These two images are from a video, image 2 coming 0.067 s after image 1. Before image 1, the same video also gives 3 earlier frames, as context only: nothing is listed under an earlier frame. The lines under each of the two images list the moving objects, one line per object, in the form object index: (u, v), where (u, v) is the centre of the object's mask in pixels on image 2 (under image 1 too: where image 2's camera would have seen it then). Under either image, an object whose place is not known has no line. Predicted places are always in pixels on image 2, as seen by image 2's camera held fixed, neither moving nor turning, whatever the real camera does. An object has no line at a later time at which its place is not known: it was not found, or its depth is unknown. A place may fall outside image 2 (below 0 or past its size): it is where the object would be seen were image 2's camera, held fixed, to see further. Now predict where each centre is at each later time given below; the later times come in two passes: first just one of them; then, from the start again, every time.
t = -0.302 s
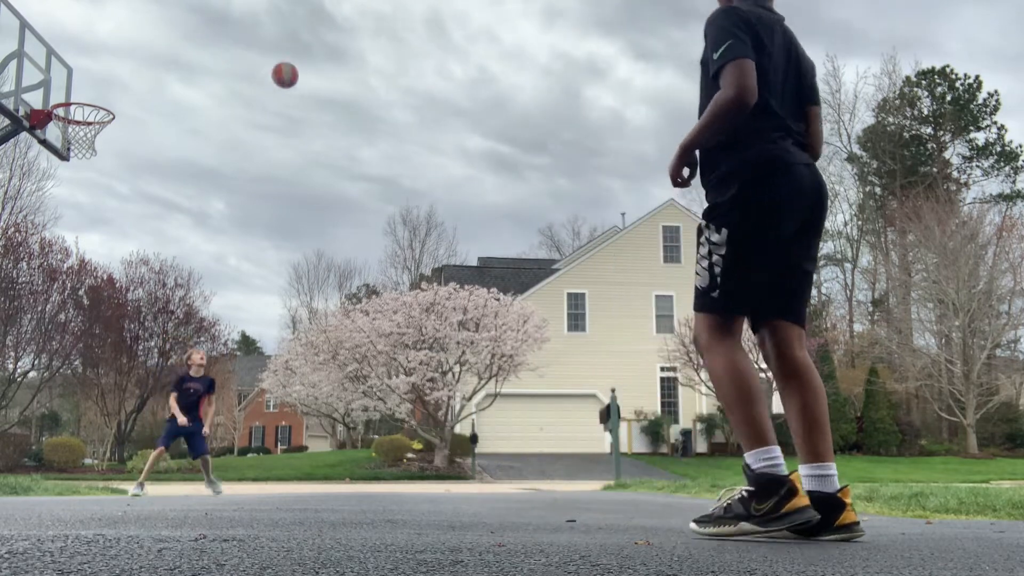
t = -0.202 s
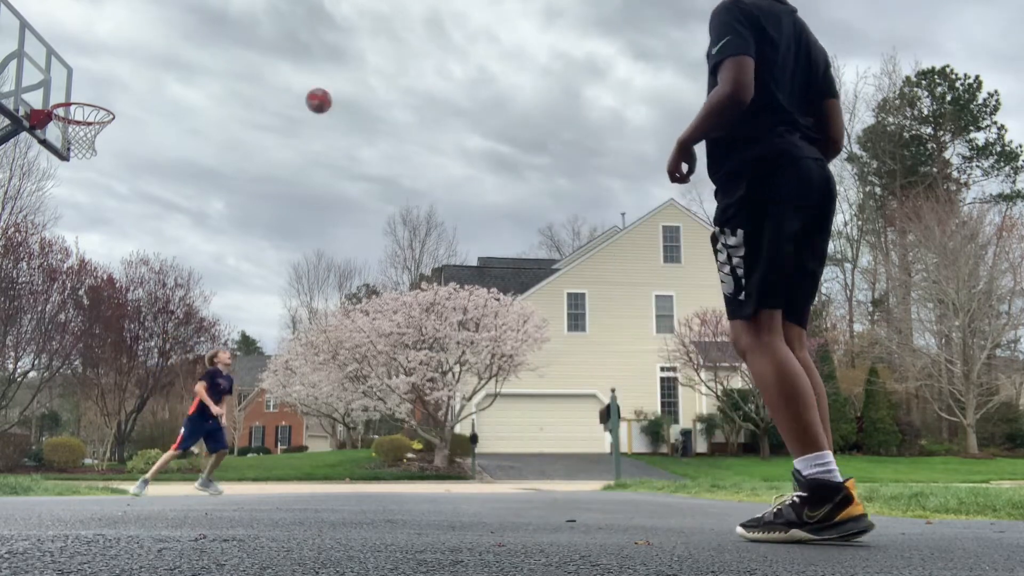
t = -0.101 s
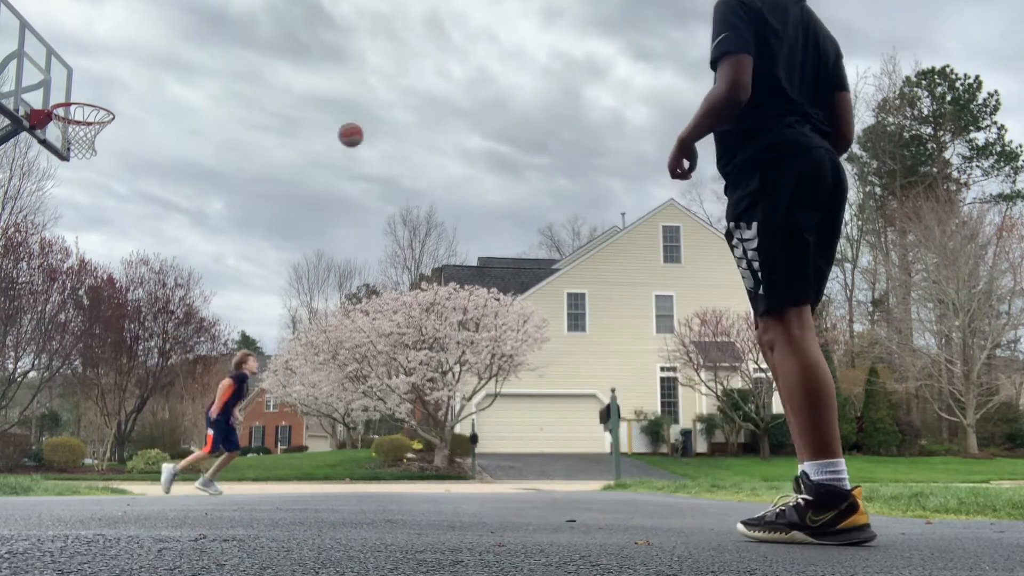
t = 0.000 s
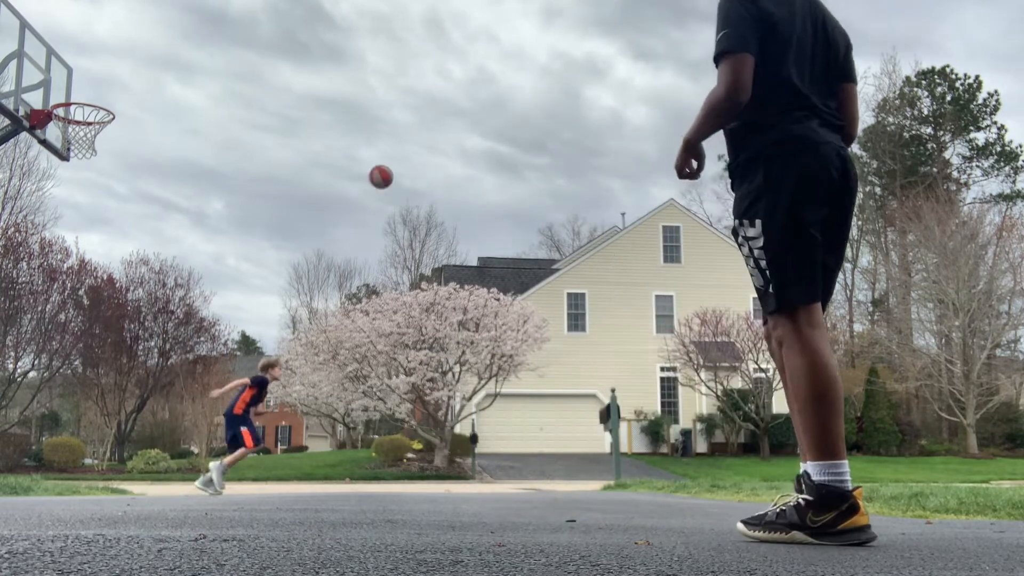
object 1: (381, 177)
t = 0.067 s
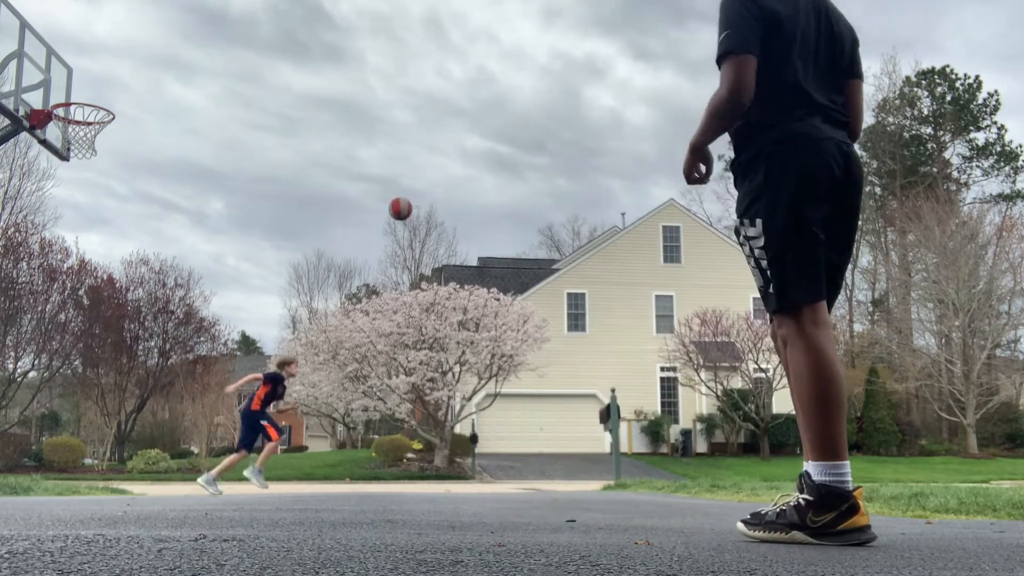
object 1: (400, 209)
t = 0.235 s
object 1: (446, 301)
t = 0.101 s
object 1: (409, 226)
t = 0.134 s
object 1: (419, 243)
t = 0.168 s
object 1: (428, 263)
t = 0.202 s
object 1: (437, 281)
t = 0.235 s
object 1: (446, 301)
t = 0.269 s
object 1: (456, 325)
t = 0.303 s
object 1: (464, 347)
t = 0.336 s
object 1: (473, 369)
